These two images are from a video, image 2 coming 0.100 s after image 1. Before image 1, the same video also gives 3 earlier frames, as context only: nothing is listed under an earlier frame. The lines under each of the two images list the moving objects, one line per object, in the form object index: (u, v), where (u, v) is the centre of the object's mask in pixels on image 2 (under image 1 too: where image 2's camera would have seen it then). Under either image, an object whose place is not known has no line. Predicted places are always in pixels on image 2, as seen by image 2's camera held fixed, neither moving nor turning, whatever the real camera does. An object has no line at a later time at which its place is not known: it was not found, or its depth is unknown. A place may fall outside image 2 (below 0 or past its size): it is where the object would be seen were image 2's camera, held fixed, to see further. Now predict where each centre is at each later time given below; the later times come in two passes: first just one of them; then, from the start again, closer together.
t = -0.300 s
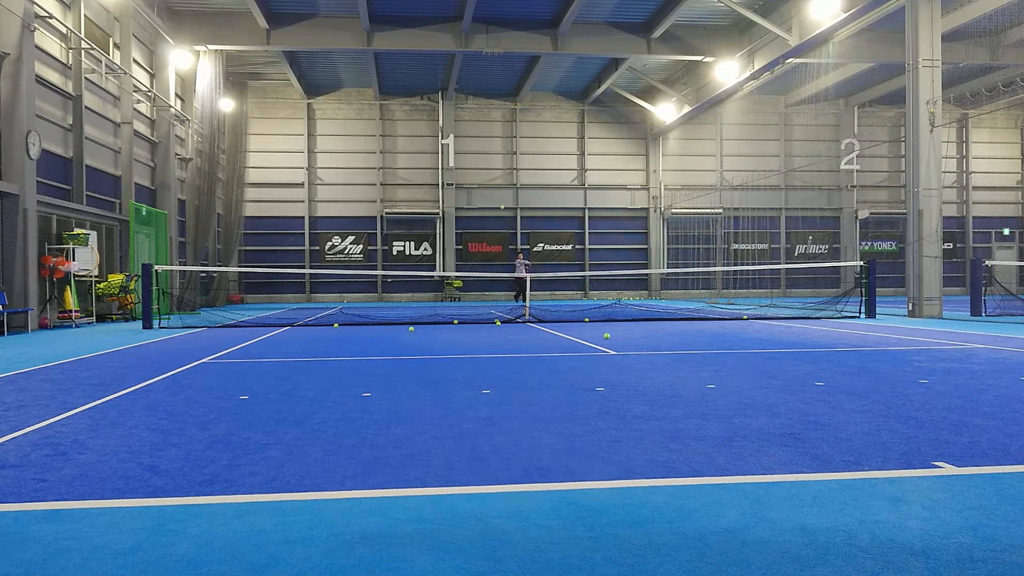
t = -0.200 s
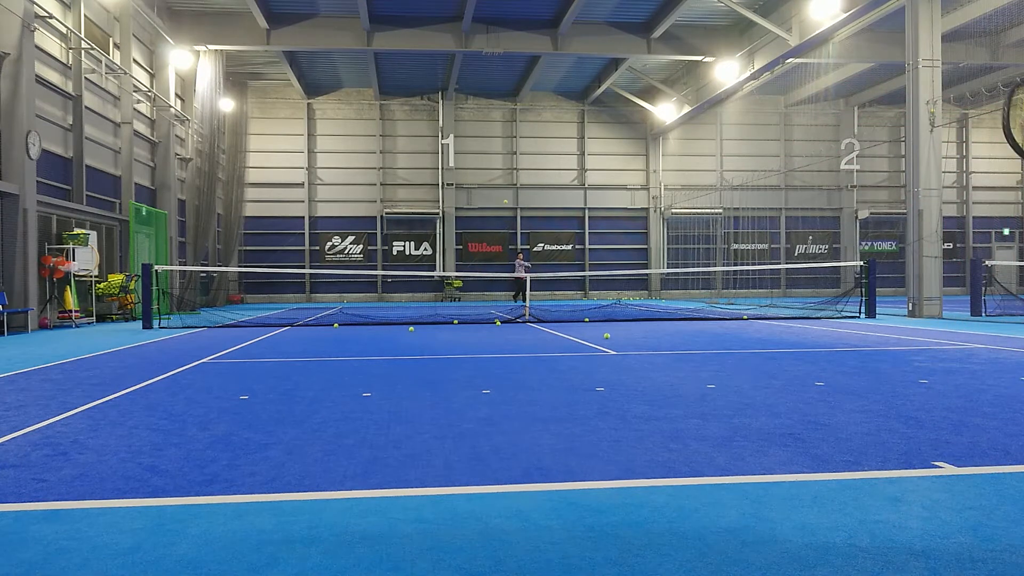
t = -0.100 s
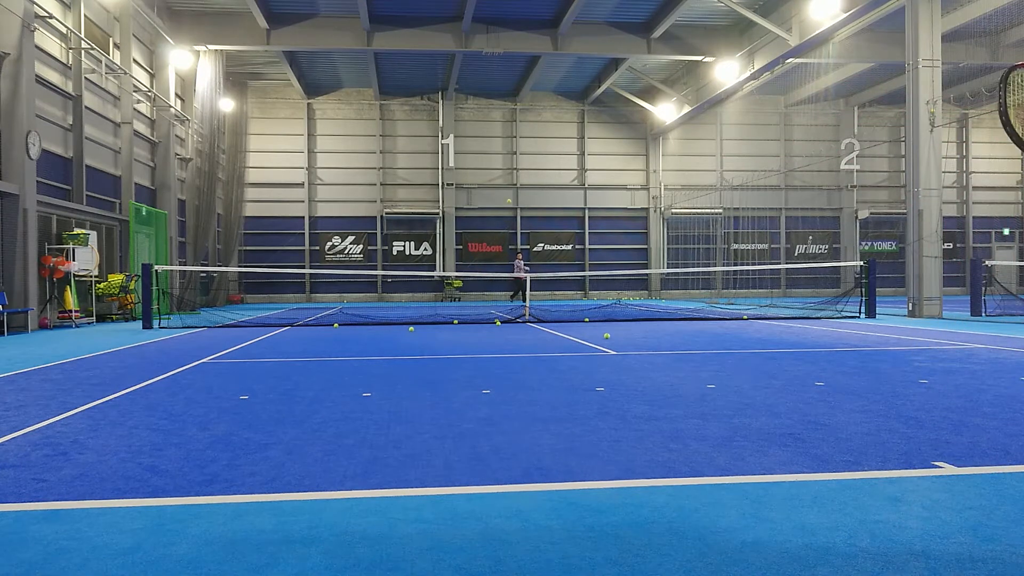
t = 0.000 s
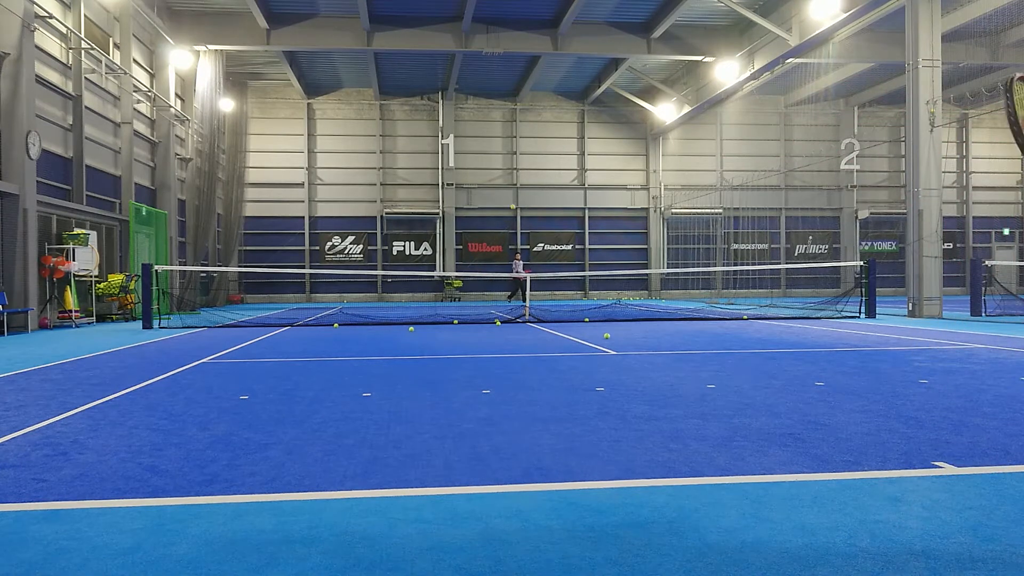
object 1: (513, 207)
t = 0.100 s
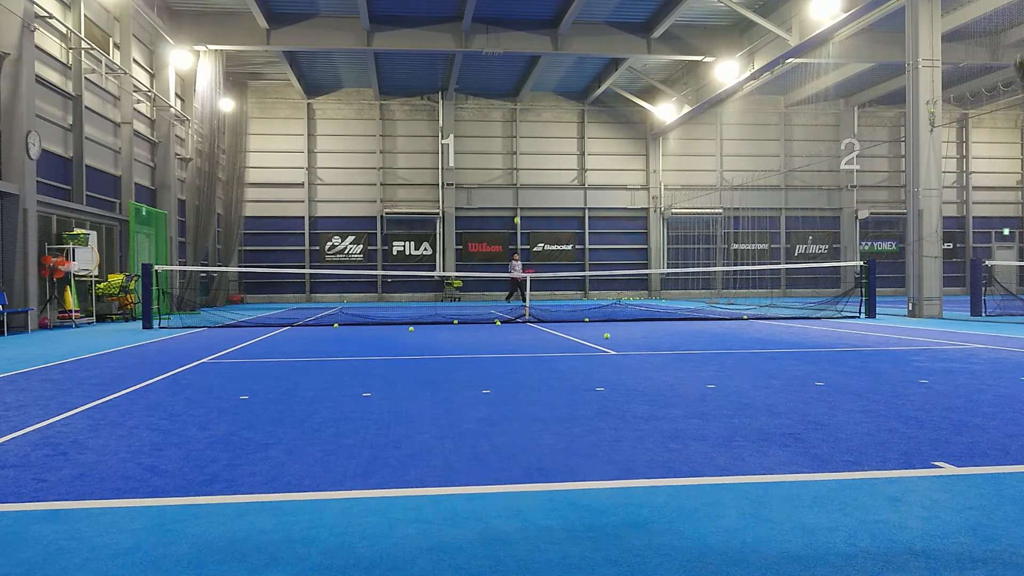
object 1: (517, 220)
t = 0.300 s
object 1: (526, 289)
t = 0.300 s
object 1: (526, 289)
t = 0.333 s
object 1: (529, 309)
